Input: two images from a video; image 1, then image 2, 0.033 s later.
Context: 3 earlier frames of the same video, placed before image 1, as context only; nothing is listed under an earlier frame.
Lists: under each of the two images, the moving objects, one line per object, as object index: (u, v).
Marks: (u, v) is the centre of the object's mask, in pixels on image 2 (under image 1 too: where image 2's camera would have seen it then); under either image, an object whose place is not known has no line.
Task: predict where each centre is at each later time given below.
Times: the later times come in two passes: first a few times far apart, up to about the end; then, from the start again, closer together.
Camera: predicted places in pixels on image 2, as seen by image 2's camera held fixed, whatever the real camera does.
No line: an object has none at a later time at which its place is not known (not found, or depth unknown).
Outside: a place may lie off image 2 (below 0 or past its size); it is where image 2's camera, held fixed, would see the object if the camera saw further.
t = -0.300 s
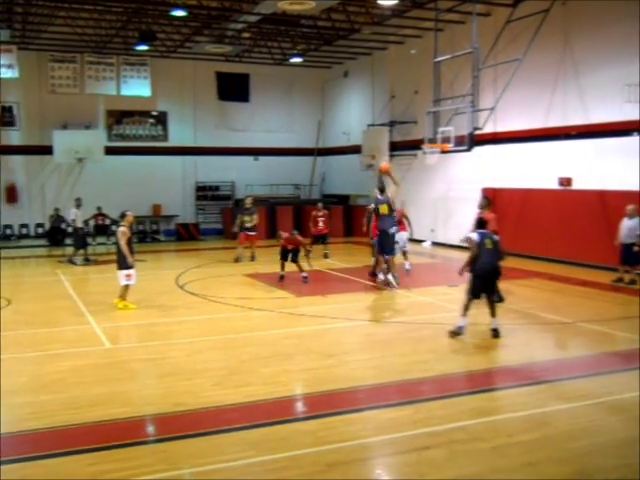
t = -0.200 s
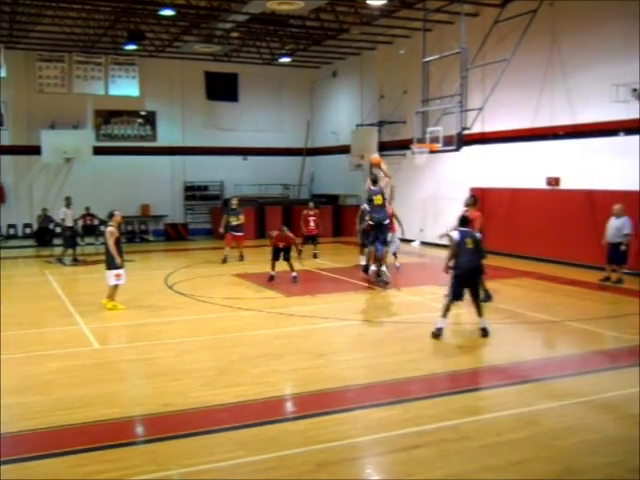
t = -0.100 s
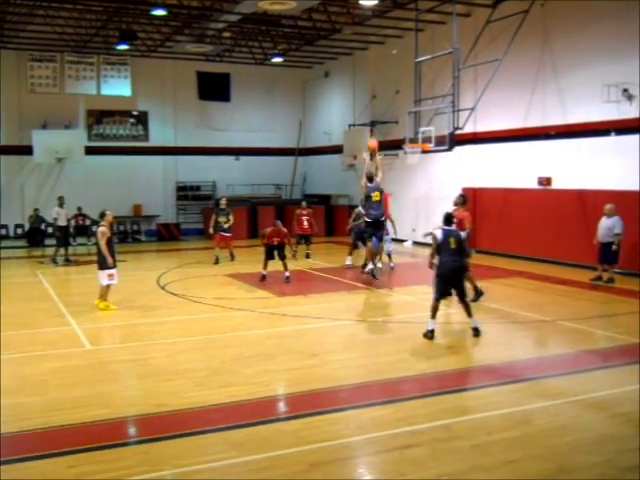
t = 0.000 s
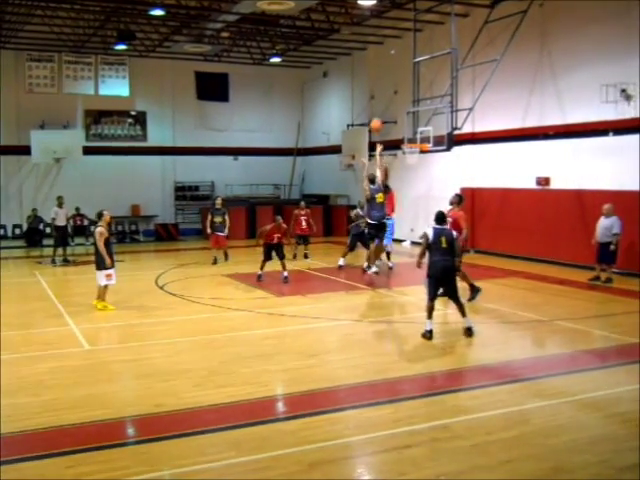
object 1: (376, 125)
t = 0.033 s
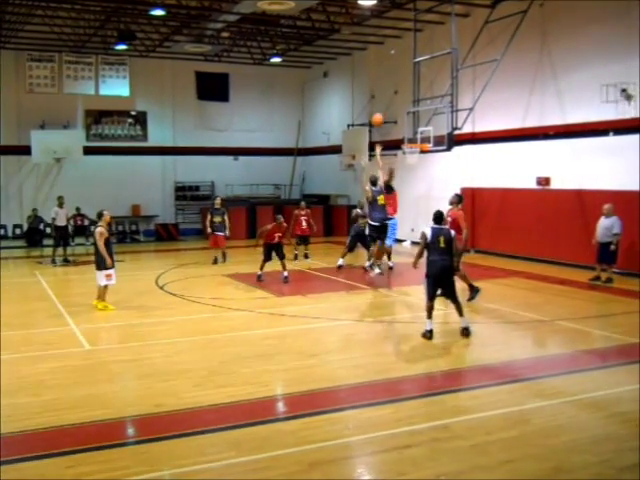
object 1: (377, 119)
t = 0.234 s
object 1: (387, 98)
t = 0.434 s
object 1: (394, 97)
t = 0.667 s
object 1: (403, 117)
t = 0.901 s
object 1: (413, 155)
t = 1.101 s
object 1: (416, 175)
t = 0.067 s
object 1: (378, 115)
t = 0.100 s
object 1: (380, 110)
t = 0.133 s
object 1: (382, 106)
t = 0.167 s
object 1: (384, 103)
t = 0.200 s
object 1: (385, 101)
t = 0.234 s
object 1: (387, 98)
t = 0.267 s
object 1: (388, 97)
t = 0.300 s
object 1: (389, 96)
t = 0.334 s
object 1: (390, 95)
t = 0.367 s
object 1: (392, 95)
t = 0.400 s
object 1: (393, 96)
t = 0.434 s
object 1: (394, 97)
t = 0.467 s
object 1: (395, 98)
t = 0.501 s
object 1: (397, 100)
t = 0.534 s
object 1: (398, 102)
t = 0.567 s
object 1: (399, 105)
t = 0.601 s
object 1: (401, 108)
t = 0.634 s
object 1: (402, 112)
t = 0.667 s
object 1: (403, 117)
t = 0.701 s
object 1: (405, 121)
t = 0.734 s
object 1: (406, 126)
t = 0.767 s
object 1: (407, 130)
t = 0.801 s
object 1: (408, 137)
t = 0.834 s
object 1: (410, 143)
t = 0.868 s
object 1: (410, 148)
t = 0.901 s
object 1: (413, 155)
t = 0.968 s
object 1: (413, 159)
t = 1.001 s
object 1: (413, 161)
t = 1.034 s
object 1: (414, 166)
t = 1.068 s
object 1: (415, 170)
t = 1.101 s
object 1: (416, 175)
